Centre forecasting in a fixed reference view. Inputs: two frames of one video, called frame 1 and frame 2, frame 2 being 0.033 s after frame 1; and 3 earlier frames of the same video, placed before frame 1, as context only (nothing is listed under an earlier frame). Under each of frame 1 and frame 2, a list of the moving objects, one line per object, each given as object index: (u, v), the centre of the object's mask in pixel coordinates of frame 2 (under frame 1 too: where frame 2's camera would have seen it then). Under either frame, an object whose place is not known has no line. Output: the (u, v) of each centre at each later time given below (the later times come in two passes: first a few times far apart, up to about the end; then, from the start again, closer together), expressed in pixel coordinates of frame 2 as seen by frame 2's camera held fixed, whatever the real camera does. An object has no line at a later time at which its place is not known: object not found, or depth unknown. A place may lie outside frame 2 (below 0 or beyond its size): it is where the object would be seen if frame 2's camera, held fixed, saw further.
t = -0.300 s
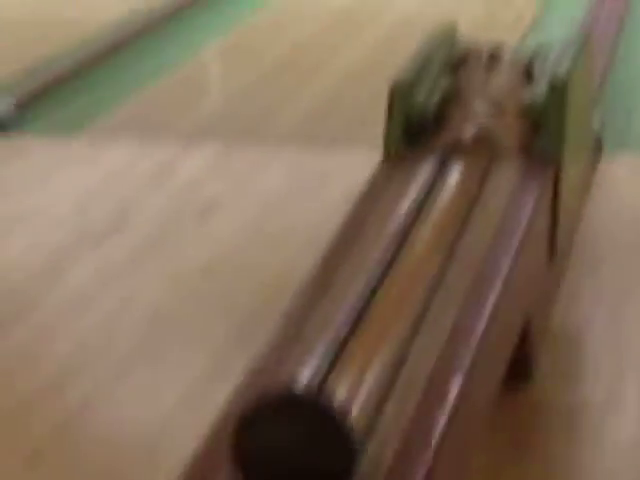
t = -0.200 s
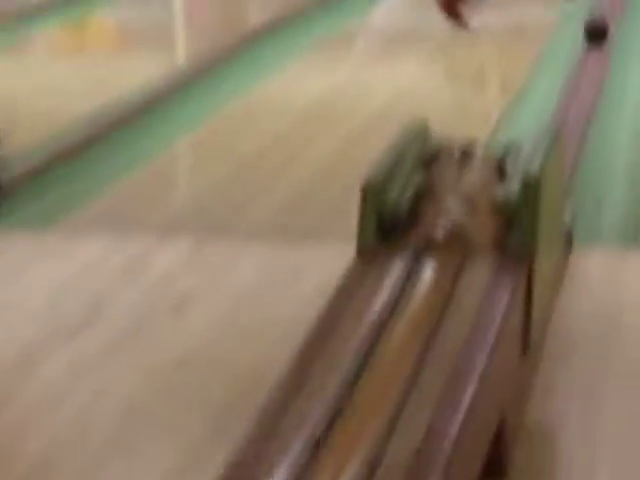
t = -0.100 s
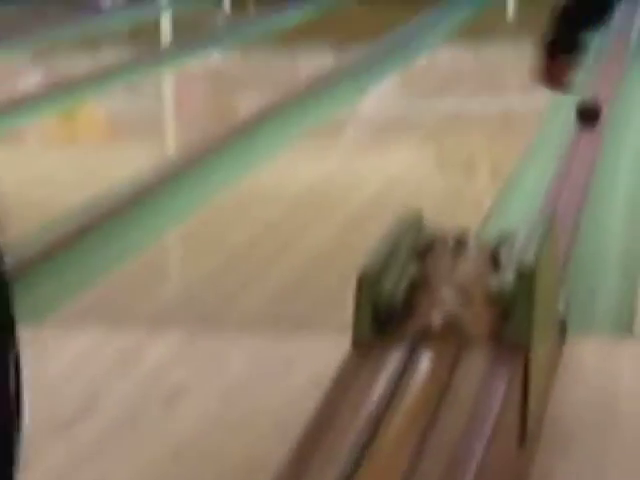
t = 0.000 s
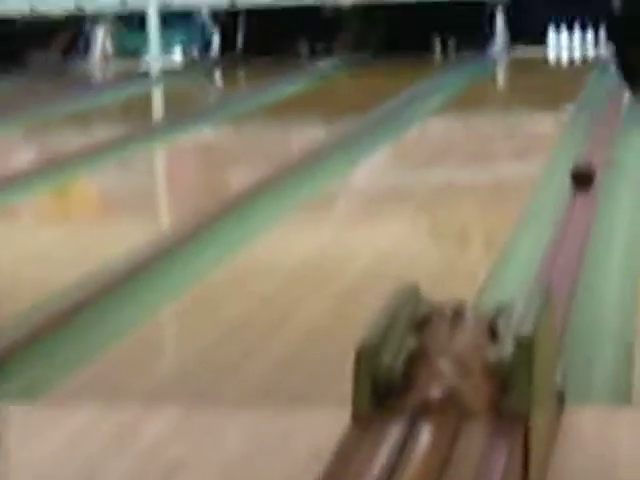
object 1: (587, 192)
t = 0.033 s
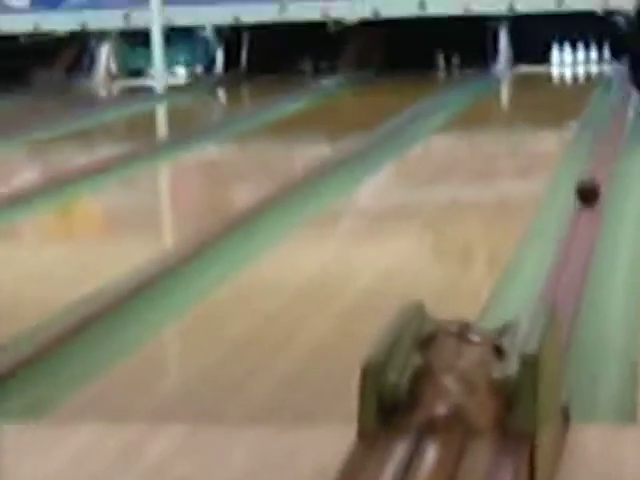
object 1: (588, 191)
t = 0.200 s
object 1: (594, 183)
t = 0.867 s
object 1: (608, 158)
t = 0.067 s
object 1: (589, 190)
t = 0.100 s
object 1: (590, 189)
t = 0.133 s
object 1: (592, 186)
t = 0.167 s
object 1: (593, 185)
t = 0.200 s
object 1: (594, 183)
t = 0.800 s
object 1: (610, 160)
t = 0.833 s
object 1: (609, 157)
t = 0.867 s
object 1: (608, 158)
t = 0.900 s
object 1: (606, 156)
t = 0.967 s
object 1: (607, 152)
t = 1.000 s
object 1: (606, 154)
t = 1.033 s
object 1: (606, 151)
